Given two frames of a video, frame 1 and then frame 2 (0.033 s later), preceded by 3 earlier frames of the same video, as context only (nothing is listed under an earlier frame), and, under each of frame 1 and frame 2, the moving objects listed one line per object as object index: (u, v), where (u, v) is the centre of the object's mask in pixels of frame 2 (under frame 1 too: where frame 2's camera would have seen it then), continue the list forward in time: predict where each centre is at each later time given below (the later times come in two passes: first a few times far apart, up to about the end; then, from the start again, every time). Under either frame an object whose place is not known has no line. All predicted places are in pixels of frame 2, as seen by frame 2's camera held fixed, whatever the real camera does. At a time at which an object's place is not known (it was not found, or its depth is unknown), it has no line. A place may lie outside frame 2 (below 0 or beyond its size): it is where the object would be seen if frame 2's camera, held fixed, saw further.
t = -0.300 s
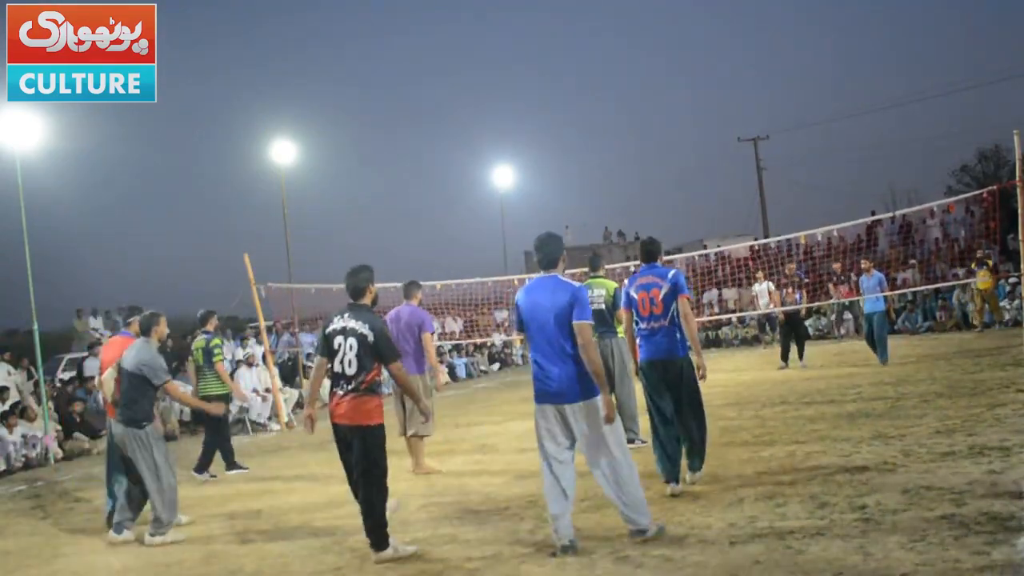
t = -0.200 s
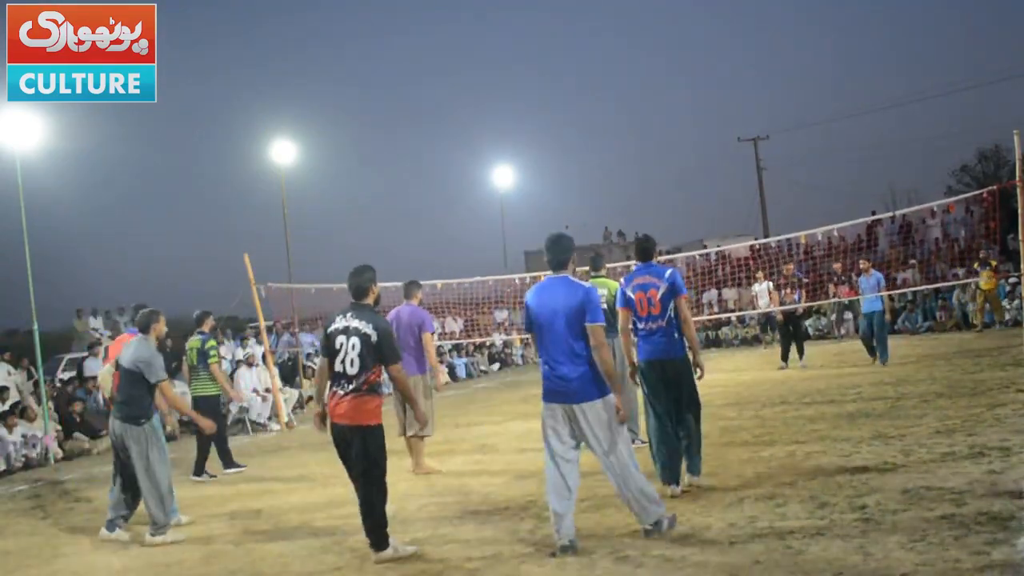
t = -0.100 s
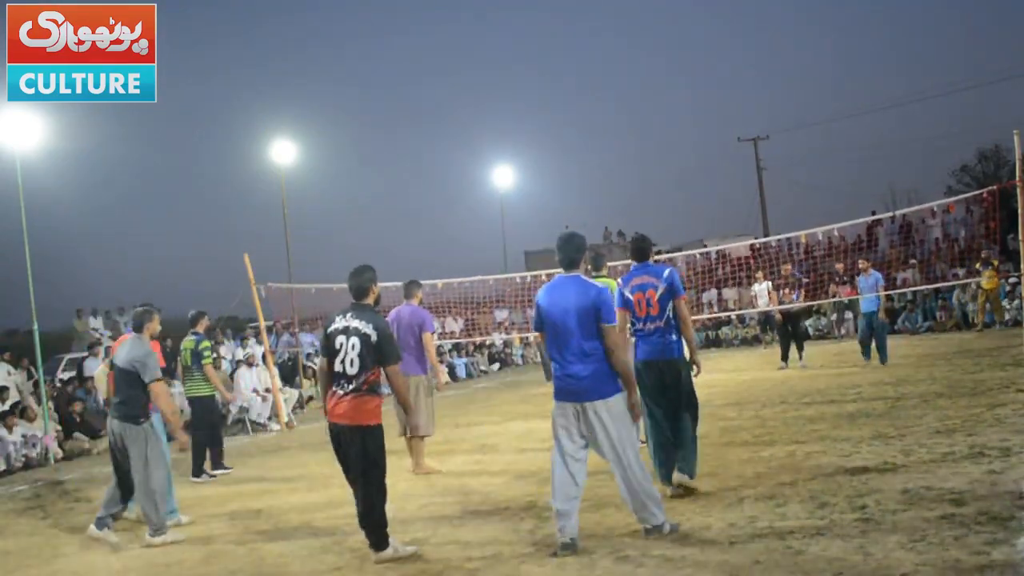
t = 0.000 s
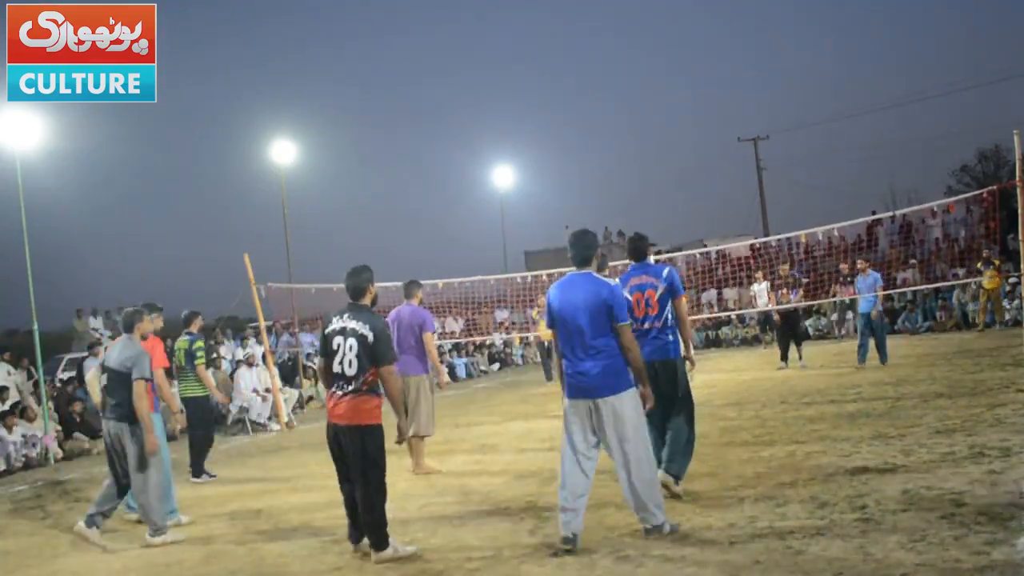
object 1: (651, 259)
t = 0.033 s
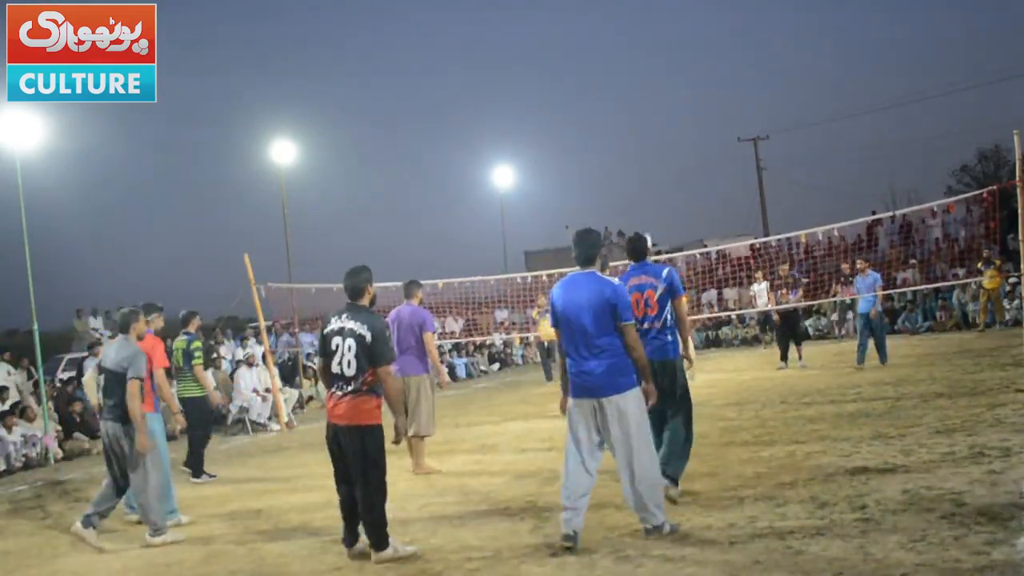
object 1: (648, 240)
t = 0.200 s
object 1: (633, 167)
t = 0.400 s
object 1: (623, 106)
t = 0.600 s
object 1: (617, 80)
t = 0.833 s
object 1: (616, 96)
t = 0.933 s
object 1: (617, 119)
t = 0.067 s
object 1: (642, 225)
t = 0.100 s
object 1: (640, 209)
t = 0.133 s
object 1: (637, 194)
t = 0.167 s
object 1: (635, 180)
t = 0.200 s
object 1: (633, 167)
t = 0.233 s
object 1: (631, 154)
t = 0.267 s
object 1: (629, 143)
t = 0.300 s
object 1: (628, 132)
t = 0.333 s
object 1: (626, 123)
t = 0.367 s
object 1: (625, 114)
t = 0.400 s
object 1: (623, 106)
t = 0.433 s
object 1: (622, 100)
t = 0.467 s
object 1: (621, 94)
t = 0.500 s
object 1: (620, 89)
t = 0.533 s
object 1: (619, 85)
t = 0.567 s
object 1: (618, 82)
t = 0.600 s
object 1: (617, 80)
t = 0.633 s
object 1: (616, 79)
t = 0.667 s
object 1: (616, 79)
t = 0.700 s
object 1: (616, 81)
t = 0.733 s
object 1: (616, 83)
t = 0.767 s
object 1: (615, 86)
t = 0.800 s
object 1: (615, 90)
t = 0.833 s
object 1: (616, 96)
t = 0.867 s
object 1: (616, 102)
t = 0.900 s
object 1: (616, 110)
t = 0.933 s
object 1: (617, 119)
